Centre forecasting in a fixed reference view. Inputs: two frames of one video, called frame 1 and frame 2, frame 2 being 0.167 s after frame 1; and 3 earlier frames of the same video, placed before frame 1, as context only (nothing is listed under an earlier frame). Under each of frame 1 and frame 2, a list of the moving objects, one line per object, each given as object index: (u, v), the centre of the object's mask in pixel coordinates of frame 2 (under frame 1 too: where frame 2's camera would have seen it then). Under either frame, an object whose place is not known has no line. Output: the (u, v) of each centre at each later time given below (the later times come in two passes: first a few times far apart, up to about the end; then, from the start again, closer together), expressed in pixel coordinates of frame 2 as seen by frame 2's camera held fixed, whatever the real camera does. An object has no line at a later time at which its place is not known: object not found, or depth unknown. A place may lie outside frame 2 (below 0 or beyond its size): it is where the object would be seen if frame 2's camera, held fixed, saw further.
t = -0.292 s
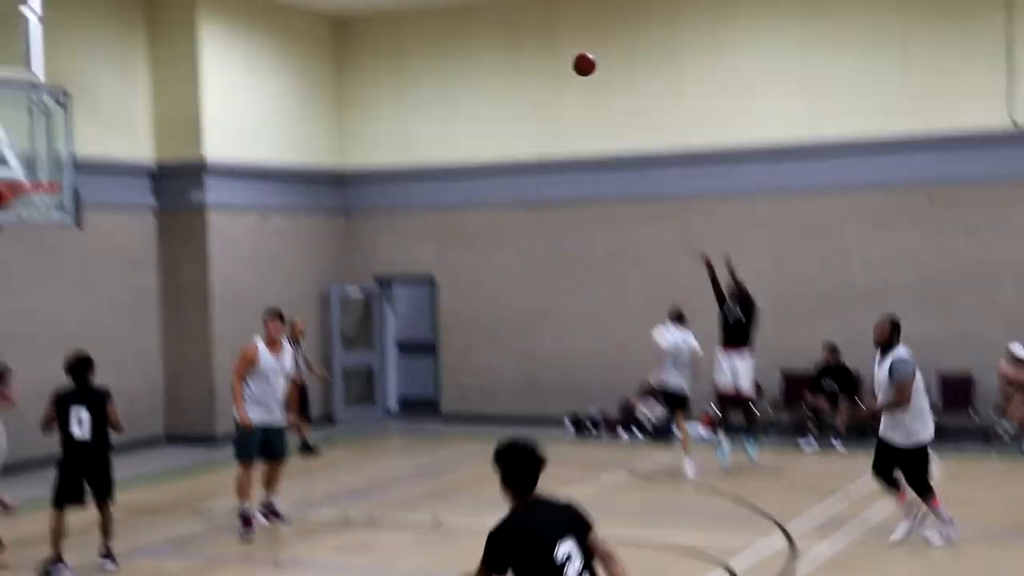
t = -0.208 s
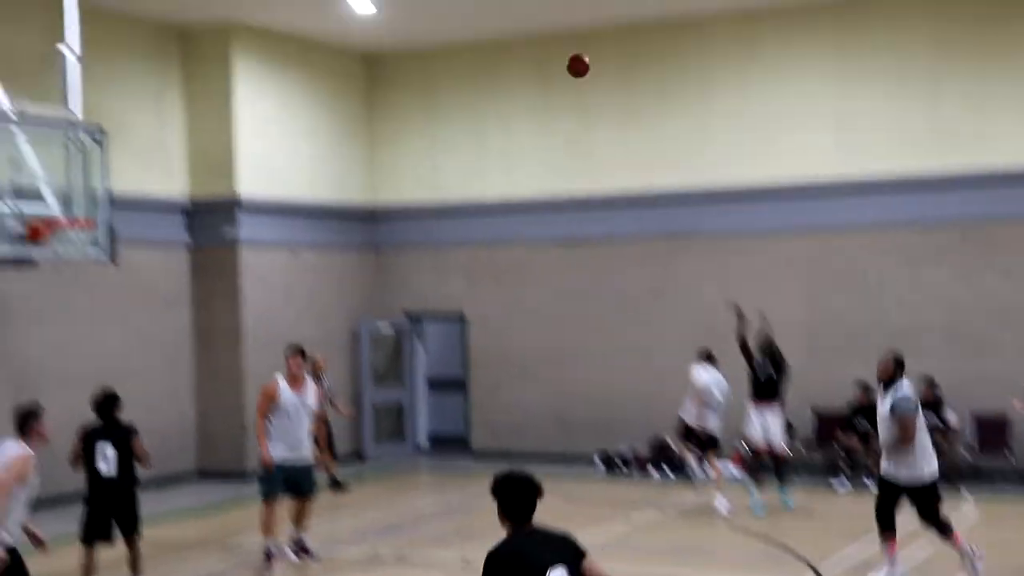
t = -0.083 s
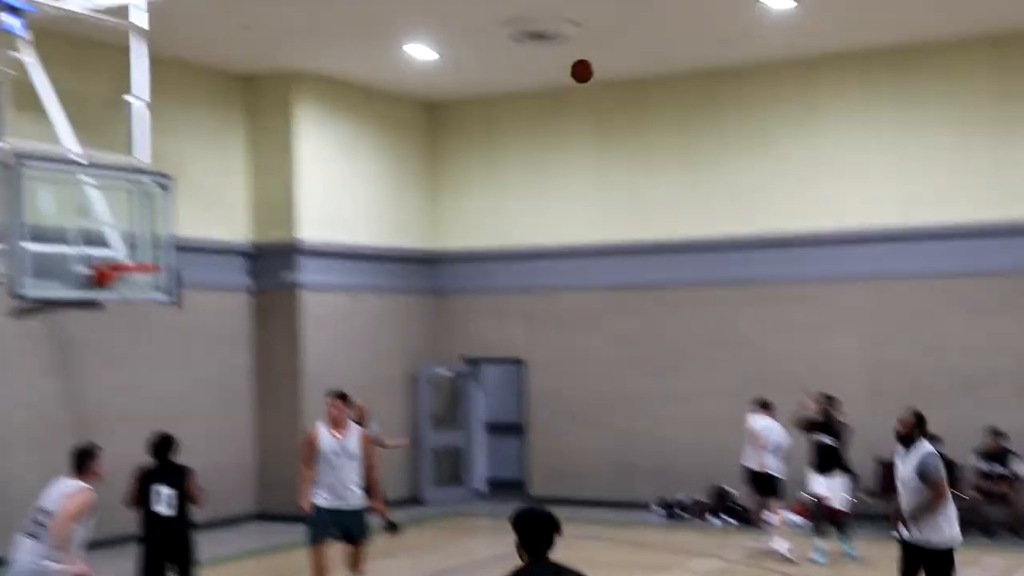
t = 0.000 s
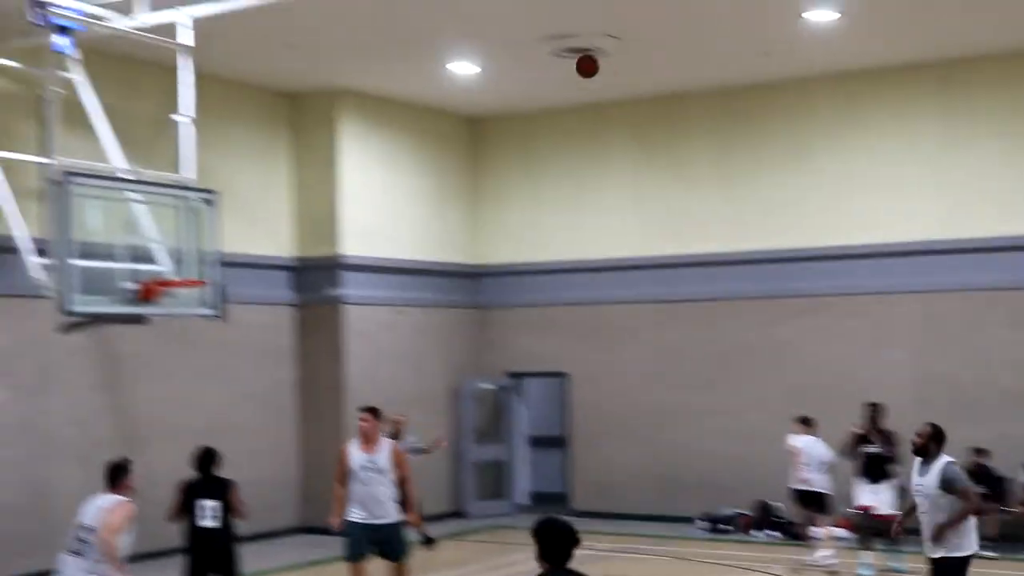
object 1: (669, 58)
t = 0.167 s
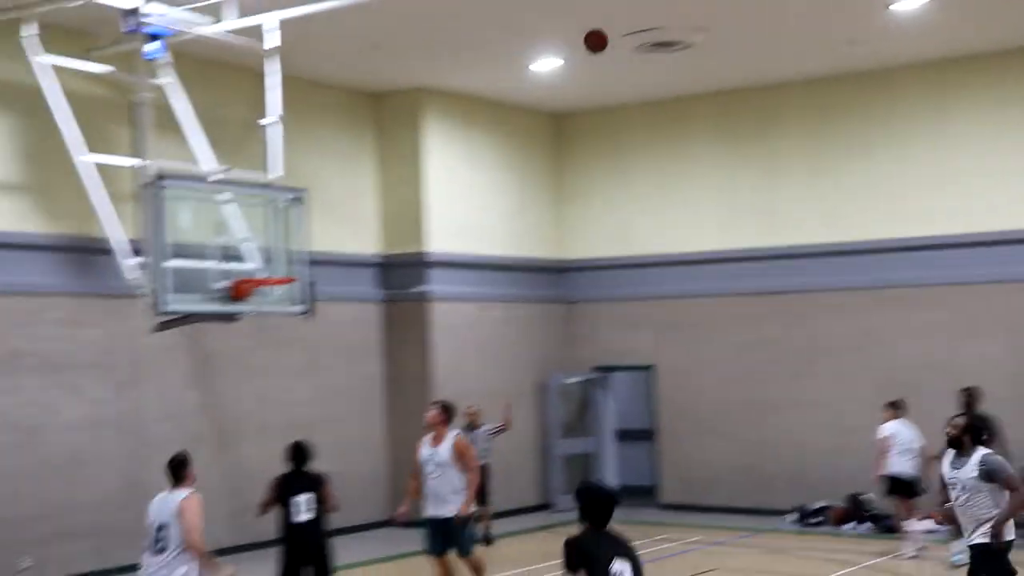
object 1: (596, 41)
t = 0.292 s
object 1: (540, 44)
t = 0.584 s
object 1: (407, 116)
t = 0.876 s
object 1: (266, 271)
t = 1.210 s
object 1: (305, 301)
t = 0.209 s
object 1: (578, 40)
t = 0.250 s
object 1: (560, 41)
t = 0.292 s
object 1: (540, 44)
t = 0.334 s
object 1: (522, 49)
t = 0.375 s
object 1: (504, 56)
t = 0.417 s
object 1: (485, 64)
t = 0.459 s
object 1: (466, 74)
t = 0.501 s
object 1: (448, 86)
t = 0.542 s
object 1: (427, 100)
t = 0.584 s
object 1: (407, 116)
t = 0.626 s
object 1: (387, 133)
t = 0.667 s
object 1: (367, 153)
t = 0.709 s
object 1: (348, 175)
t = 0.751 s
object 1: (327, 199)
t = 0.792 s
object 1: (307, 224)
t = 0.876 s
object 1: (266, 271)
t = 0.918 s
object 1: (259, 285)
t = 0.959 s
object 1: (268, 293)
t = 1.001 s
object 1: (282, 301)
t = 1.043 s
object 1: (292, 302)
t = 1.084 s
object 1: (297, 301)
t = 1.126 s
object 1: (301, 300)
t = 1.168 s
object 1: (303, 299)
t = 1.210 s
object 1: (305, 301)
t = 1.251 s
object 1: (307, 303)
